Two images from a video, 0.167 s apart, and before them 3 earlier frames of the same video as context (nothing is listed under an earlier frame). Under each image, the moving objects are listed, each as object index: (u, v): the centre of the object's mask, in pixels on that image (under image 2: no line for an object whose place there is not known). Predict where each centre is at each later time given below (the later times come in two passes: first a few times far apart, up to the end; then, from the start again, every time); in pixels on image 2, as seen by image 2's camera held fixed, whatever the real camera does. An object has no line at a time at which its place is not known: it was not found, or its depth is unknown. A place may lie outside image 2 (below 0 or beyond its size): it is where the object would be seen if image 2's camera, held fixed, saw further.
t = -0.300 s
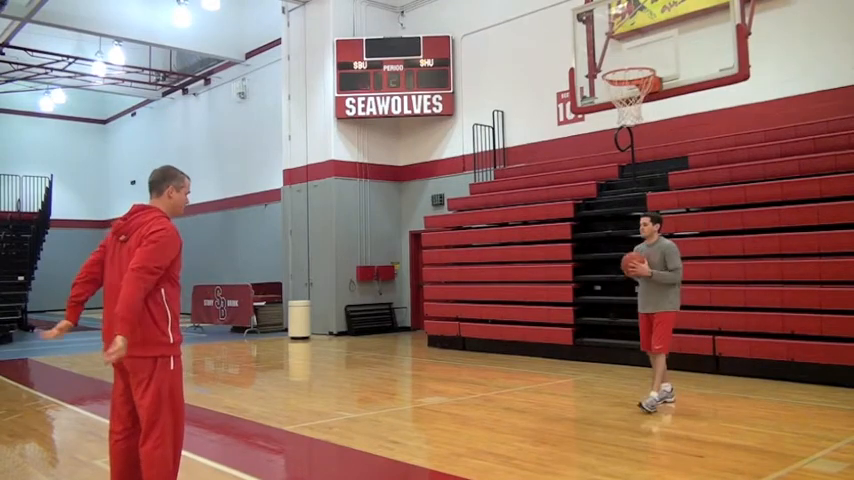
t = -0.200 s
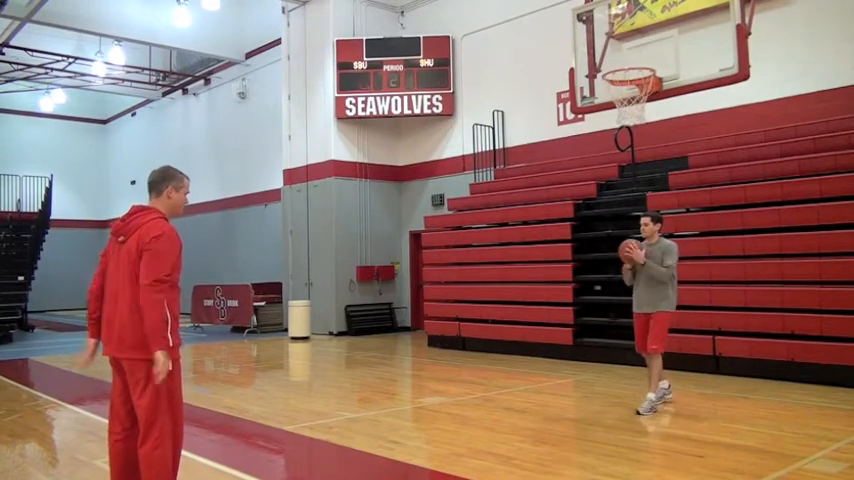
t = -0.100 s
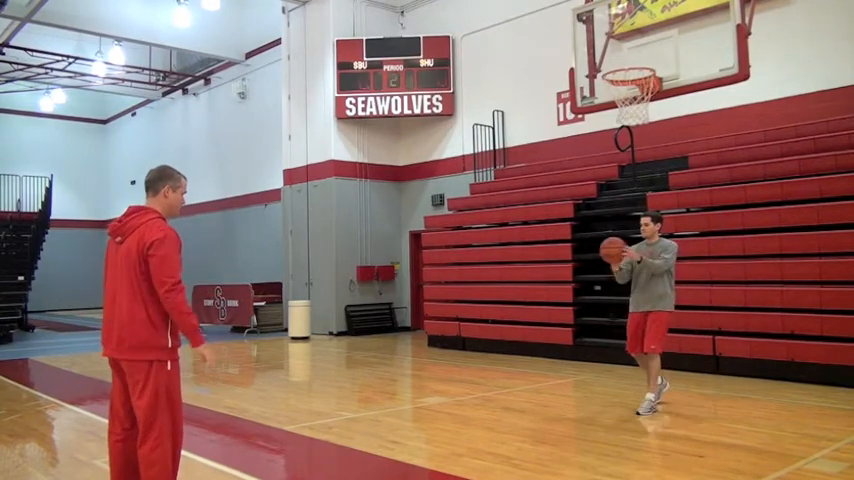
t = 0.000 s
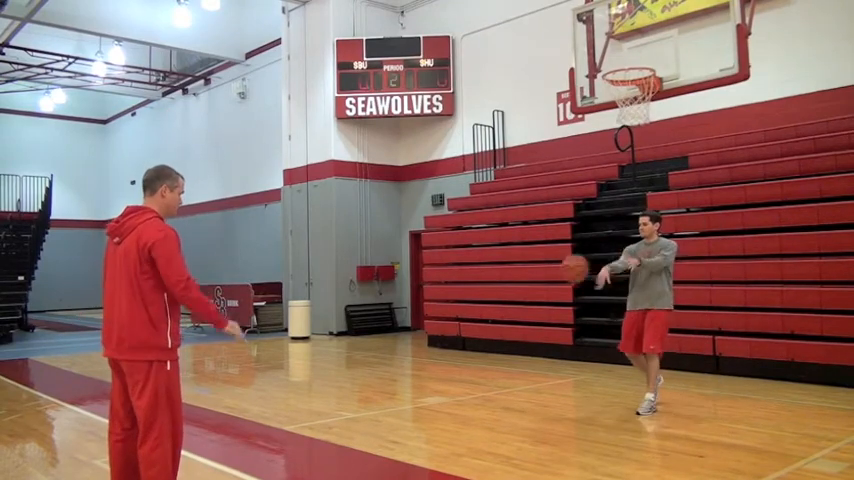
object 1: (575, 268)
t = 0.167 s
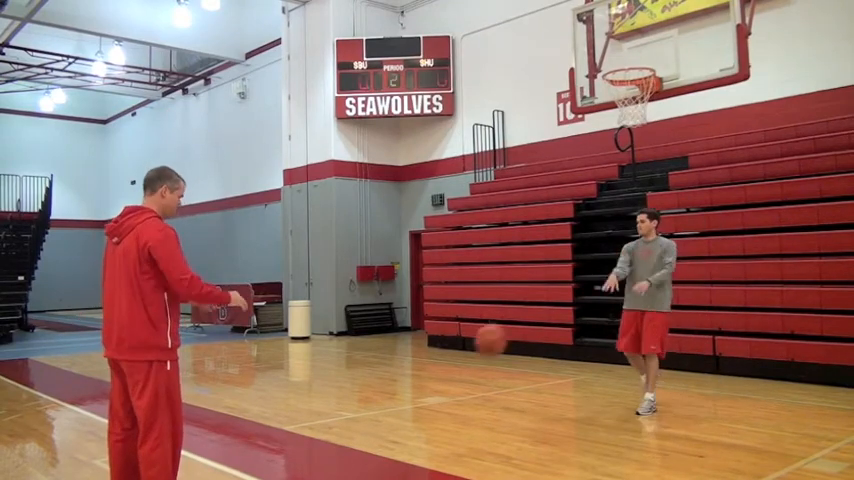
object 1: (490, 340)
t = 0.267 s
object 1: (430, 413)
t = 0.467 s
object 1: (341, 376)
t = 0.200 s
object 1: (472, 361)
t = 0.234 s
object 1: (451, 385)
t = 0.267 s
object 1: (430, 413)
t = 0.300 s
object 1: (407, 442)
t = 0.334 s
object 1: (392, 444)
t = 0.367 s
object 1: (379, 425)
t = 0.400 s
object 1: (367, 407)
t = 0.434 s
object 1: (354, 391)
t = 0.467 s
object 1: (341, 376)
